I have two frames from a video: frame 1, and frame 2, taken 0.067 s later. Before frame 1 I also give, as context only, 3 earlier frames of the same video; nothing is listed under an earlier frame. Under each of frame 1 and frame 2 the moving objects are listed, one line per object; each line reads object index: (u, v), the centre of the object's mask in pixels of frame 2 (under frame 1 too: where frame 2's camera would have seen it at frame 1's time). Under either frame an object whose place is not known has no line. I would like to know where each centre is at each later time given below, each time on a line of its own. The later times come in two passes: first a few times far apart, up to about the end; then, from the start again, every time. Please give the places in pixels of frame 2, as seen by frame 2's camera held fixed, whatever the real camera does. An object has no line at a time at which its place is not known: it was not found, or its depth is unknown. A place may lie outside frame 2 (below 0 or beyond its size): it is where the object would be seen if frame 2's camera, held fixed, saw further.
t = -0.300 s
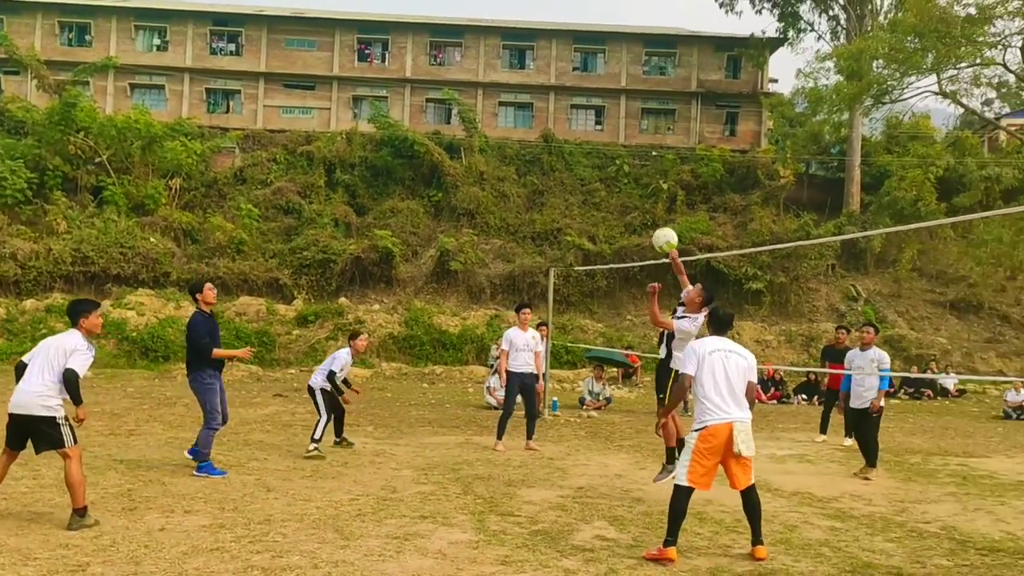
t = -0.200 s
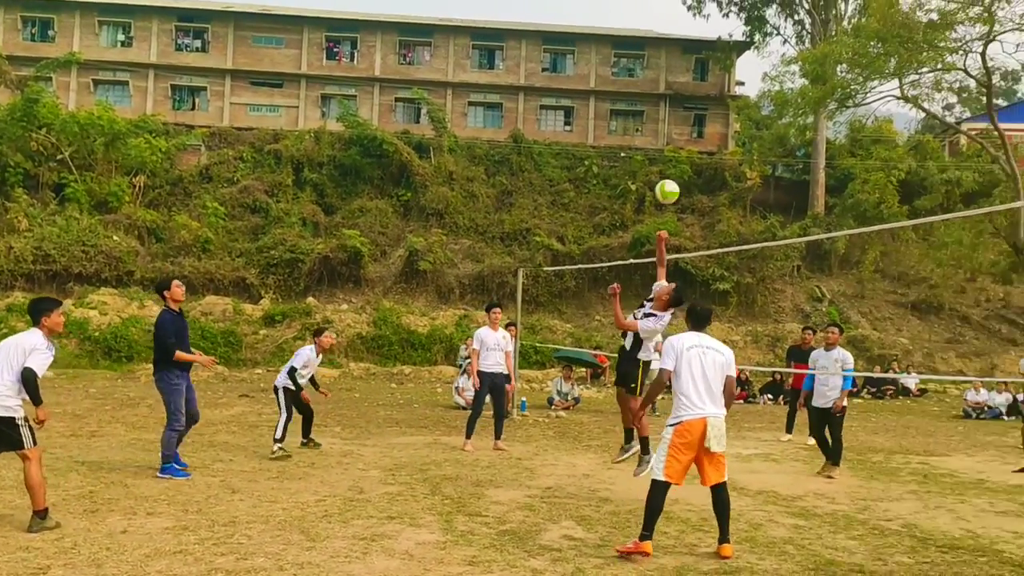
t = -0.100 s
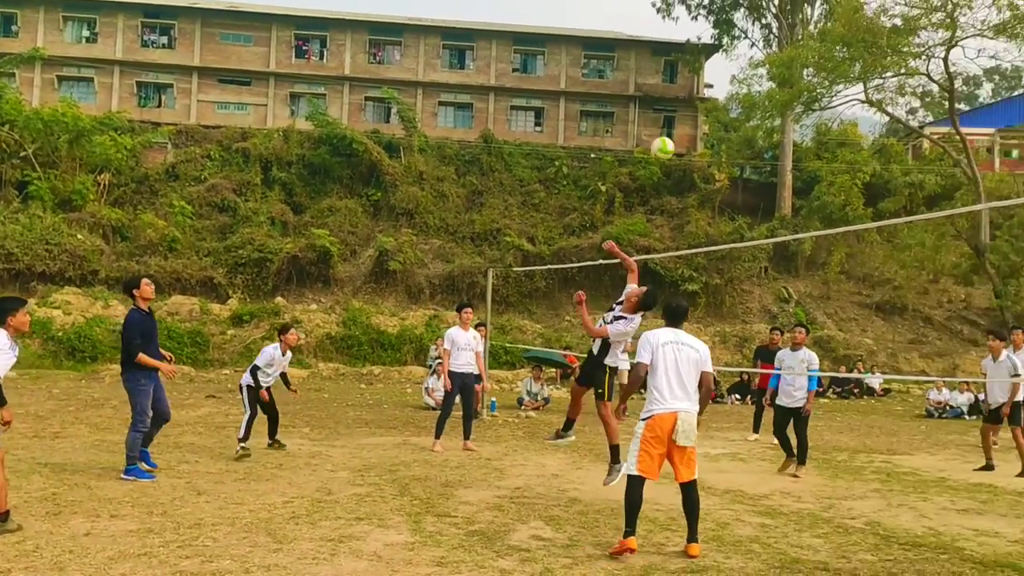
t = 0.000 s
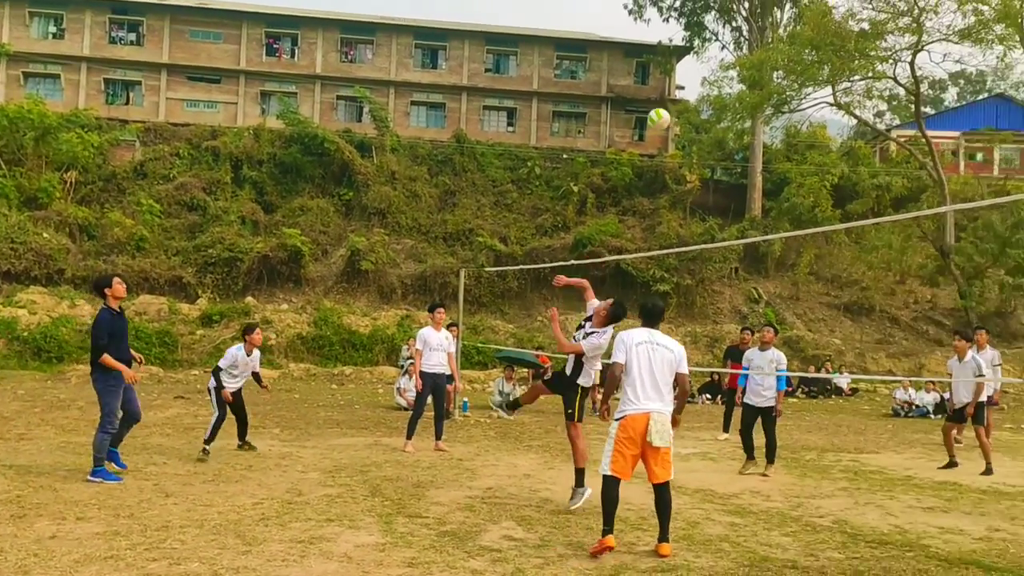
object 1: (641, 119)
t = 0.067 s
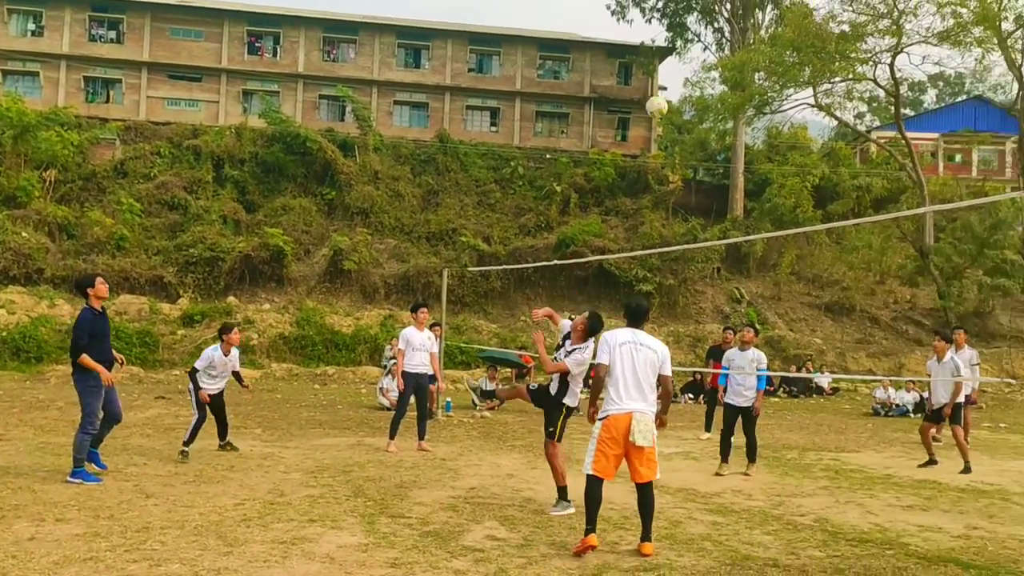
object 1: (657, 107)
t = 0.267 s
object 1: (696, 94)
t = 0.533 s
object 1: (742, 133)
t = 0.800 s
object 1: (778, 224)
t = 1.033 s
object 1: (805, 336)
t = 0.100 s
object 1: (663, 105)
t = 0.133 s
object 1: (671, 100)
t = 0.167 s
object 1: (678, 96)
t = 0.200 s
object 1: (684, 94)
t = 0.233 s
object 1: (690, 94)
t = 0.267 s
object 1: (696, 94)
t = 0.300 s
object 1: (704, 95)
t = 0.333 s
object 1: (709, 99)
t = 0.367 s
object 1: (714, 103)
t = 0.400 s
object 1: (720, 107)
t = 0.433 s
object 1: (726, 113)
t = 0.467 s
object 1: (731, 119)
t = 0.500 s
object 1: (736, 127)
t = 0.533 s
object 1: (742, 133)
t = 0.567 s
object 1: (746, 143)
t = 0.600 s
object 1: (751, 152)
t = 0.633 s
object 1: (755, 162)
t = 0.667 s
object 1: (760, 173)
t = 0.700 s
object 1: (765, 185)
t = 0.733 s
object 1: (769, 197)
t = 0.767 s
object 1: (773, 211)
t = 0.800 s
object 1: (778, 224)
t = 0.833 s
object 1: (782, 240)
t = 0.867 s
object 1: (786, 255)
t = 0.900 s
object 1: (790, 270)
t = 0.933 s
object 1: (793, 286)
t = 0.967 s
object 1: (797, 302)
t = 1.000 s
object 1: (800, 319)
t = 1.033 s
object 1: (805, 336)
